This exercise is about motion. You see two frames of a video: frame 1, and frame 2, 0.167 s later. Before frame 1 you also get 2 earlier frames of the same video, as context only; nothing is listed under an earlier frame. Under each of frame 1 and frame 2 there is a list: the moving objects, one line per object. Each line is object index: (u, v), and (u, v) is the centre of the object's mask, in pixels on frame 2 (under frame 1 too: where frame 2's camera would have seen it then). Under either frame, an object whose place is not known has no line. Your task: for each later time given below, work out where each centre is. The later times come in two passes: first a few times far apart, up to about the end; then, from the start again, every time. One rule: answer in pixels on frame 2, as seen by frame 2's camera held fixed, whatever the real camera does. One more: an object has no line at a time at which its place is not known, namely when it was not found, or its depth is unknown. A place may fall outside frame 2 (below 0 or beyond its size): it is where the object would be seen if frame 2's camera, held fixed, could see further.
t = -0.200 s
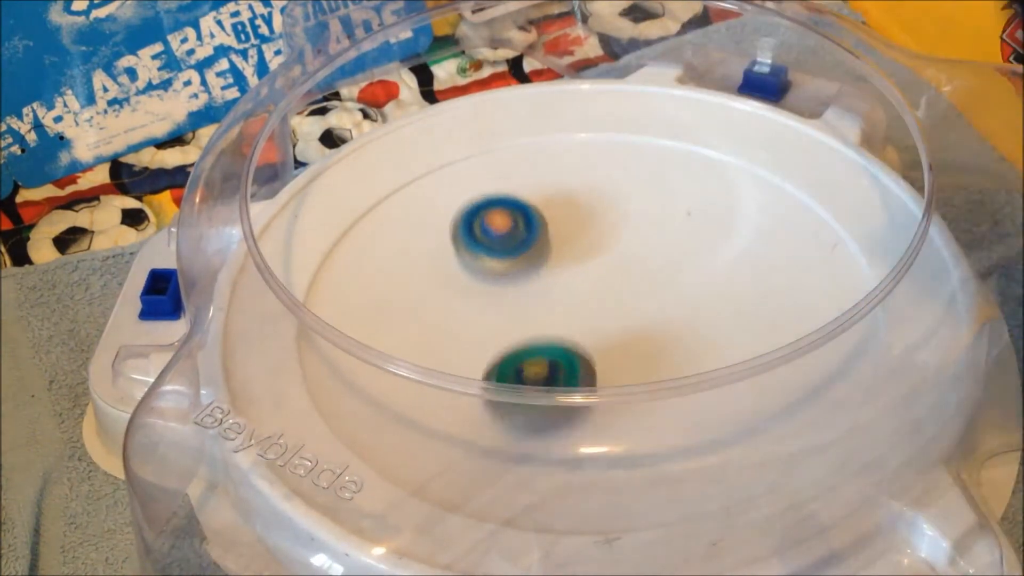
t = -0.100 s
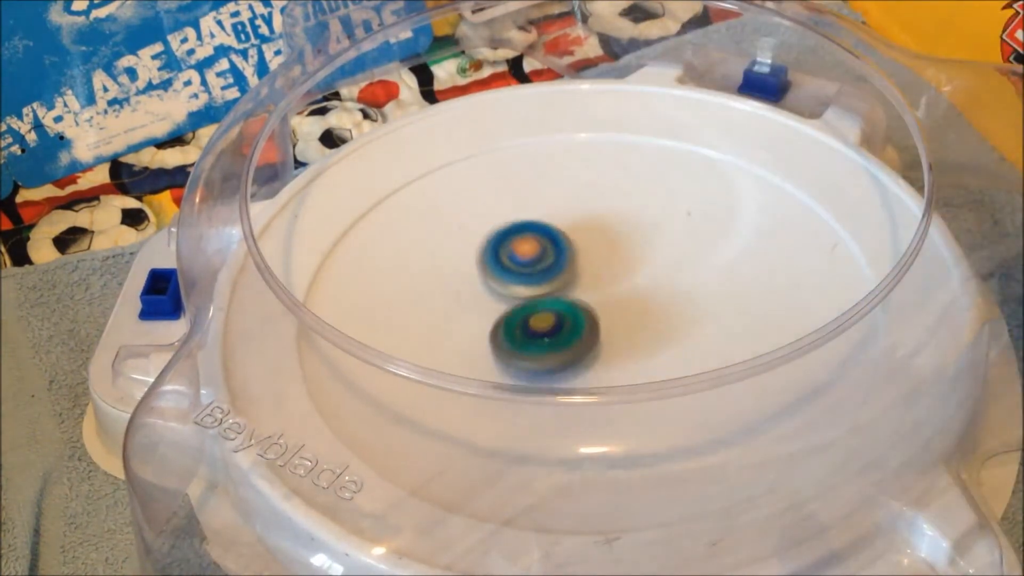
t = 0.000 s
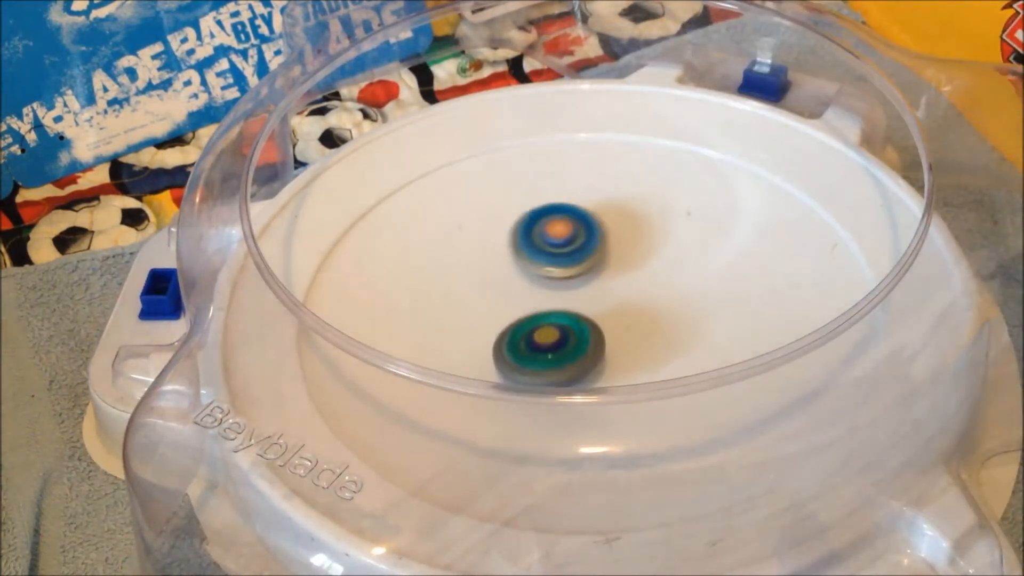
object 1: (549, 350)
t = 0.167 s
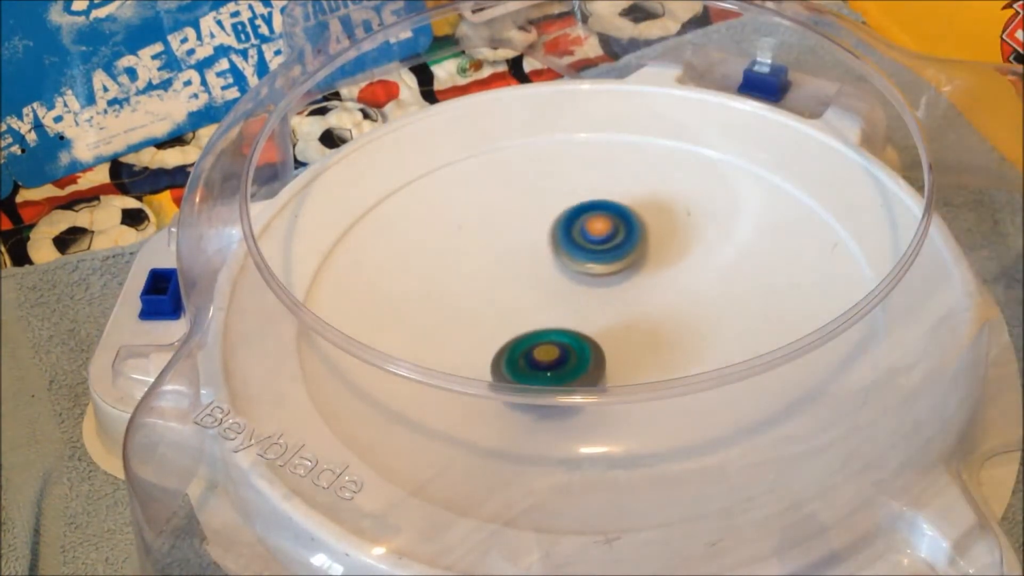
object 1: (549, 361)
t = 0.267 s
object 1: (553, 363)
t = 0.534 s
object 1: (534, 358)
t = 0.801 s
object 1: (493, 346)
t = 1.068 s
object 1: (455, 322)
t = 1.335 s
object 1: (436, 293)
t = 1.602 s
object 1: (437, 264)
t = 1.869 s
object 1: (445, 239)
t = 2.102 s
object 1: (468, 226)
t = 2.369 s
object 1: (517, 221)
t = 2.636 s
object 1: (568, 216)
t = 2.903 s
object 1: (463, 225)
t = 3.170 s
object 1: (474, 247)
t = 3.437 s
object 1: (518, 235)
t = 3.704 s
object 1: (548, 226)
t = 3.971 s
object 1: (633, 250)
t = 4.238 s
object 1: (618, 275)
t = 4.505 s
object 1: (610, 320)
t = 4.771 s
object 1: (579, 337)
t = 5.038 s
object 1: (567, 352)
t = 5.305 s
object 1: (538, 335)
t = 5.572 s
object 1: (426, 297)
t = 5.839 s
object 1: (464, 316)
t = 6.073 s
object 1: (443, 235)
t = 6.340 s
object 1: (452, 286)
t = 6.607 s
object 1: (499, 182)
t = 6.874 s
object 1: (483, 273)
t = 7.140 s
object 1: (560, 199)
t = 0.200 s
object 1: (550, 362)
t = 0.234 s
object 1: (551, 362)
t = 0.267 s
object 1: (553, 363)
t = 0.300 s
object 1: (555, 363)
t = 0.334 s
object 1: (556, 363)
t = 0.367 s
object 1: (555, 362)
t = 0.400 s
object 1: (552, 362)
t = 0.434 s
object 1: (548, 361)
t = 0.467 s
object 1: (543, 361)
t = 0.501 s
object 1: (539, 360)
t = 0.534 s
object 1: (534, 358)
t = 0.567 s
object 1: (529, 358)
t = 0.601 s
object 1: (524, 356)
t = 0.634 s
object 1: (518, 355)
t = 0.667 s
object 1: (513, 354)
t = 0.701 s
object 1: (508, 352)
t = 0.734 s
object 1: (503, 350)
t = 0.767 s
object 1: (498, 349)
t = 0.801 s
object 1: (493, 346)
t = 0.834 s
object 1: (488, 344)
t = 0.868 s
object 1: (483, 341)
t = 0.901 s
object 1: (478, 339)
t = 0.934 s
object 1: (473, 335)
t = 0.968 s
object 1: (468, 332)
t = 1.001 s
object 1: (464, 329)
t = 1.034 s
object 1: (459, 326)
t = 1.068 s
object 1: (455, 322)
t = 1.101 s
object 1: (452, 318)
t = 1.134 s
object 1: (448, 315)
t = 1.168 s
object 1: (445, 311)
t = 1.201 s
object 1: (442, 307)
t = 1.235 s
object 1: (440, 304)
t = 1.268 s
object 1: (438, 300)
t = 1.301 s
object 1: (437, 296)
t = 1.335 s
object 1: (436, 293)
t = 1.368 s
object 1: (436, 289)
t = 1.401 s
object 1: (436, 286)
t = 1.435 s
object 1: (436, 282)
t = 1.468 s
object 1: (436, 279)
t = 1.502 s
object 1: (436, 275)
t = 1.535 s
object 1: (437, 272)
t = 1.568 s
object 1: (437, 268)
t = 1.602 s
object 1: (437, 264)
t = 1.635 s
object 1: (438, 261)
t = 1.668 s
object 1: (438, 257)
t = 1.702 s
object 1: (439, 254)
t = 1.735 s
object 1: (439, 250)
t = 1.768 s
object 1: (440, 247)
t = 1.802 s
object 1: (441, 244)
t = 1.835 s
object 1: (443, 242)
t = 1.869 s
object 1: (445, 239)
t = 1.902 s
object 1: (446, 237)
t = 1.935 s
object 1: (449, 234)
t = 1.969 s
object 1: (452, 233)
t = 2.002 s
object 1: (455, 231)
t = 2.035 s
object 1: (459, 228)
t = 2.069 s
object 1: (463, 227)
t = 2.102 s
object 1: (468, 226)
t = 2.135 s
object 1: (474, 226)
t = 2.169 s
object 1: (479, 225)
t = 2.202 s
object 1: (485, 224)
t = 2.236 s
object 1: (491, 223)
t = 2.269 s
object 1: (497, 223)
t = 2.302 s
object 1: (504, 222)
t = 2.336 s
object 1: (510, 222)
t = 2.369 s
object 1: (517, 221)
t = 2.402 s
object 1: (524, 220)
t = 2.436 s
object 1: (530, 220)
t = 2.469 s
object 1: (537, 220)
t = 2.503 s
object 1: (544, 220)
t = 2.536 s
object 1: (550, 219)
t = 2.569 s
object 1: (556, 218)
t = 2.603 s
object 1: (562, 217)
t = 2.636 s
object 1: (568, 216)
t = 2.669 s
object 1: (630, 216)
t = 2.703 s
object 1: (636, 271)
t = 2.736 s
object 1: (632, 340)
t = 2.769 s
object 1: (555, 352)
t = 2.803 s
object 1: (556, 377)
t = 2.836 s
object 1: (470, 275)
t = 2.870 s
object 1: (398, 228)
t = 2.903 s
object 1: (463, 225)
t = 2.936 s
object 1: (543, 198)
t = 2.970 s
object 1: (635, 236)
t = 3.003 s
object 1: (653, 275)
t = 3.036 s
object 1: (620, 343)
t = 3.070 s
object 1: (554, 358)
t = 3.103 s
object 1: (529, 343)
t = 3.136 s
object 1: (474, 284)
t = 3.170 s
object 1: (474, 247)
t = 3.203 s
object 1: (549, 229)
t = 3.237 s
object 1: (577, 231)
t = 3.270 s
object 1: (614, 286)
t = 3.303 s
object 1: (604, 317)
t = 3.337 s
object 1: (537, 315)
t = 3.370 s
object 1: (498, 324)
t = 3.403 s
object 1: (509, 268)
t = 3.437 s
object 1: (518, 235)
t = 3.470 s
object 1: (597, 203)
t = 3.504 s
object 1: (574, 226)
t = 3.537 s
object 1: (613, 275)
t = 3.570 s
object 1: (591, 326)
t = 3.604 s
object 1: (528, 324)
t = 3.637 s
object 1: (464, 291)
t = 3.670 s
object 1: (491, 255)
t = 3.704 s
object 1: (548, 226)
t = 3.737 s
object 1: (610, 259)
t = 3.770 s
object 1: (642, 290)
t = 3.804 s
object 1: (578, 337)
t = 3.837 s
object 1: (492, 318)
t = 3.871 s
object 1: (475, 257)
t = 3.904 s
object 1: (534, 236)
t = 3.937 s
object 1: (626, 242)
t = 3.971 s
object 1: (633, 250)
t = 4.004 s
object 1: (633, 251)
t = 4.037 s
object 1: (632, 254)
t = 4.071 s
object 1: (631, 257)
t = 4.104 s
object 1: (629, 259)
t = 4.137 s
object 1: (628, 264)
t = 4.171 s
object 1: (625, 266)
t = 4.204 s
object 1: (622, 271)
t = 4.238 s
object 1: (618, 275)
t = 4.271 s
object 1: (614, 280)
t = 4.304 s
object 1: (610, 285)
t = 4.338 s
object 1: (605, 289)
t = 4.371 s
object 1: (609, 297)
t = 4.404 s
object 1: (615, 306)
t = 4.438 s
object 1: (615, 312)
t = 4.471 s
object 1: (613, 317)
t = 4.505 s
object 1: (610, 320)
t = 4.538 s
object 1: (607, 323)
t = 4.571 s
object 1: (603, 326)
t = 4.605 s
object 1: (600, 328)
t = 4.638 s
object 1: (596, 330)
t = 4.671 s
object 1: (592, 332)
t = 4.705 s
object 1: (588, 334)
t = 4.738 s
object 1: (583, 335)
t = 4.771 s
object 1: (579, 337)
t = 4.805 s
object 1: (574, 337)
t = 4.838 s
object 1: (569, 338)
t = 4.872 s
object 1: (564, 339)
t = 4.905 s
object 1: (569, 347)
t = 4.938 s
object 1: (573, 351)
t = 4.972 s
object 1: (572, 351)
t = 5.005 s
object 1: (569, 352)
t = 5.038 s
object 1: (567, 352)
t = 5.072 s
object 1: (564, 351)
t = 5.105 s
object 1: (561, 351)
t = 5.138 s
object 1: (557, 349)
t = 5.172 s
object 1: (554, 348)
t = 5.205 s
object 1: (550, 346)
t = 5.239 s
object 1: (547, 343)
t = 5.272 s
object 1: (543, 340)
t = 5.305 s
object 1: (538, 335)
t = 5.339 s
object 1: (532, 330)
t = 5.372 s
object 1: (524, 324)
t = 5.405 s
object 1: (513, 318)
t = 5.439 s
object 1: (498, 310)
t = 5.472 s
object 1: (480, 302)
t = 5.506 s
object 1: (460, 299)
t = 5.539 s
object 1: (442, 296)
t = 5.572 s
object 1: (426, 297)
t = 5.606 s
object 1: (416, 299)
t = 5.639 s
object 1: (411, 304)
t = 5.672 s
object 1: (410, 312)
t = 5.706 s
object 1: (414, 317)
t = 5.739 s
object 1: (421, 320)
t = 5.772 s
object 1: (432, 321)
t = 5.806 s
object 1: (446, 321)
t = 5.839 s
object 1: (464, 316)
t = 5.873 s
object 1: (479, 308)
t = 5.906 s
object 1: (489, 297)
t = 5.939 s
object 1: (496, 284)
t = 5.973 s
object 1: (490, 270)
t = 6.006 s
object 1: (477, 256)
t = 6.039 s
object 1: (461, 244)
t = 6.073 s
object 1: (443, 235)
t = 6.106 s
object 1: (425, 233)
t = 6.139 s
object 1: (408, 236)
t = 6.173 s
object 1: (396, 245)
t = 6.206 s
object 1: (393, 253)
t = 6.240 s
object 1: (397, 264)
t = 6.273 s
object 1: (409, 273)
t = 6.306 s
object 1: (427, 281)
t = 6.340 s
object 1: (452, 286)
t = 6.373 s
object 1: (478, 285)
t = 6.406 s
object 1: (502, 279)
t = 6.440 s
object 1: (522, 269)
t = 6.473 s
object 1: (540, 252)
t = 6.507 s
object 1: (542, 231)
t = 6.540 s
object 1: (534, 210)
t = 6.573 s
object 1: (519, 193)
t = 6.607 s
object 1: (499, 182)
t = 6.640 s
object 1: (476, 176)
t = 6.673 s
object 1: (454, 178)
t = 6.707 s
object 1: (435, 188)
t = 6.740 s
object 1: (425, 202)
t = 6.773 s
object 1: (424, 221)
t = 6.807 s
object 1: (435, 240)
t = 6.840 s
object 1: (454, 261)
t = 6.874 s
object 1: (483, 273)
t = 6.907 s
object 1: (509, 276)
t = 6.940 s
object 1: (531, 266)
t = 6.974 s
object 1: (549, 252)
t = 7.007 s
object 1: (560, 238)
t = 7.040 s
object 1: (567, 224)
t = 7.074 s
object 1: (569, 213)
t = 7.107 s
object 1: (567, 206)
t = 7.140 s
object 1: (560, 199)
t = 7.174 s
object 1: (551, 195)
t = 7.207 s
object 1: (541, 195)
